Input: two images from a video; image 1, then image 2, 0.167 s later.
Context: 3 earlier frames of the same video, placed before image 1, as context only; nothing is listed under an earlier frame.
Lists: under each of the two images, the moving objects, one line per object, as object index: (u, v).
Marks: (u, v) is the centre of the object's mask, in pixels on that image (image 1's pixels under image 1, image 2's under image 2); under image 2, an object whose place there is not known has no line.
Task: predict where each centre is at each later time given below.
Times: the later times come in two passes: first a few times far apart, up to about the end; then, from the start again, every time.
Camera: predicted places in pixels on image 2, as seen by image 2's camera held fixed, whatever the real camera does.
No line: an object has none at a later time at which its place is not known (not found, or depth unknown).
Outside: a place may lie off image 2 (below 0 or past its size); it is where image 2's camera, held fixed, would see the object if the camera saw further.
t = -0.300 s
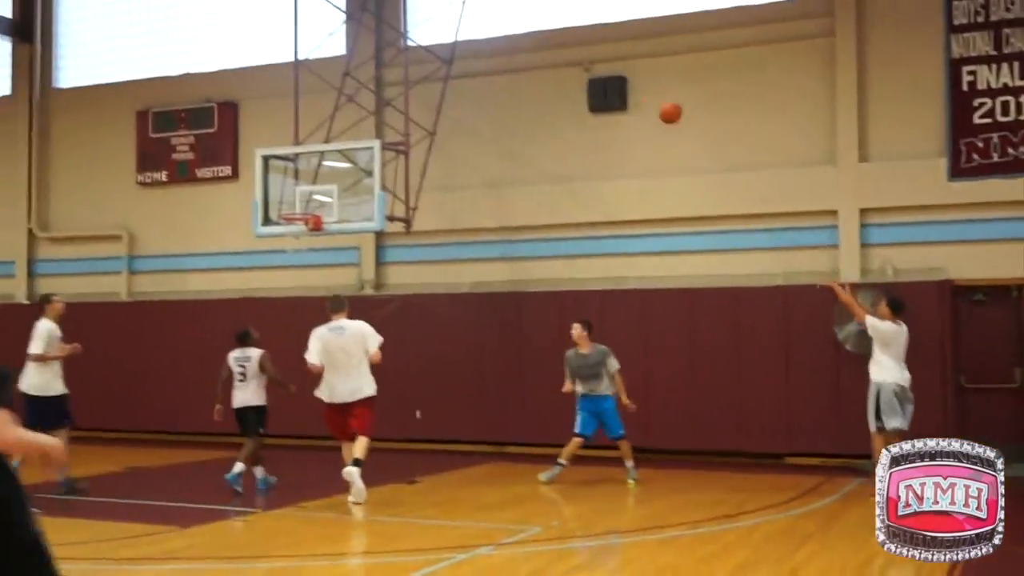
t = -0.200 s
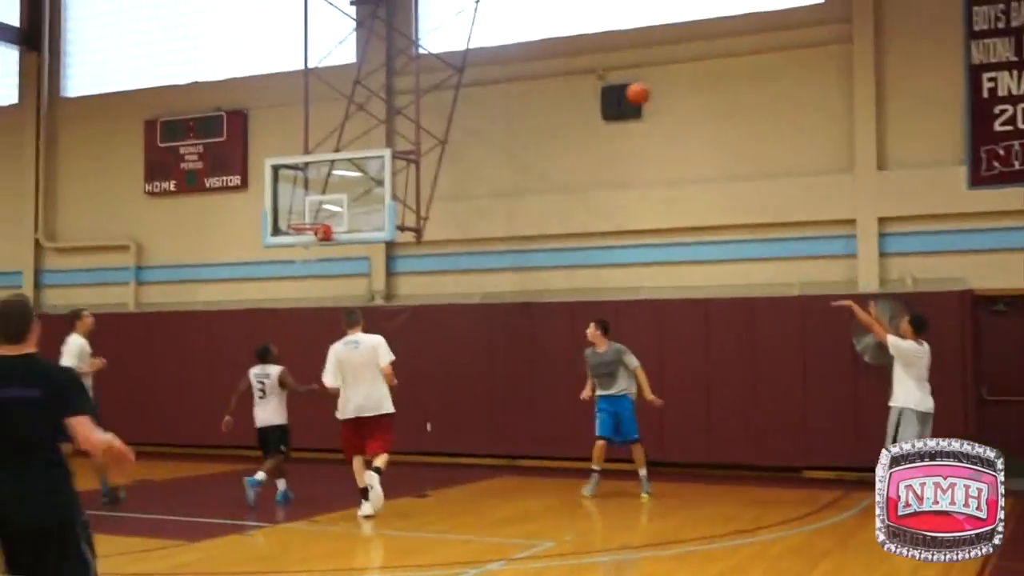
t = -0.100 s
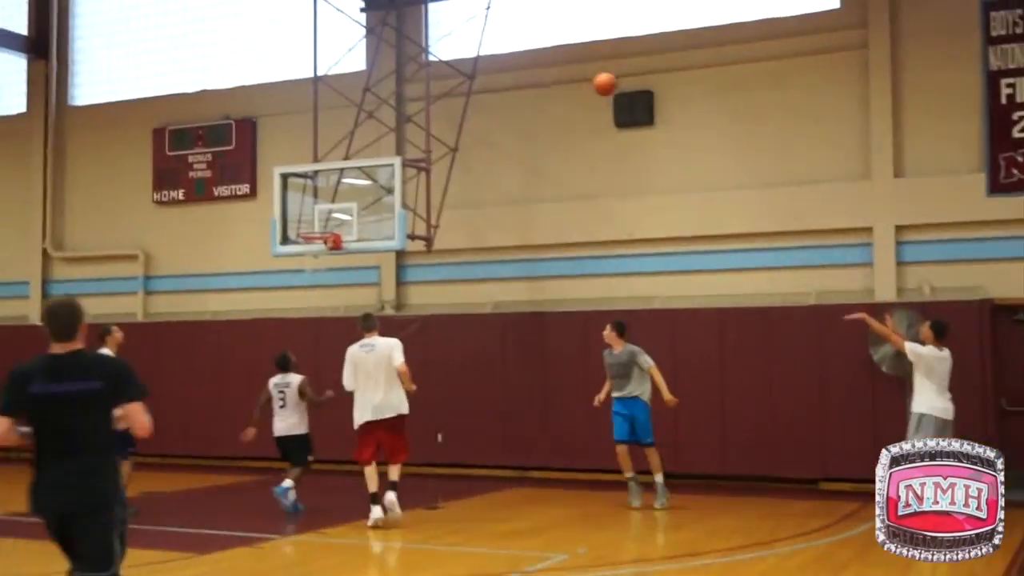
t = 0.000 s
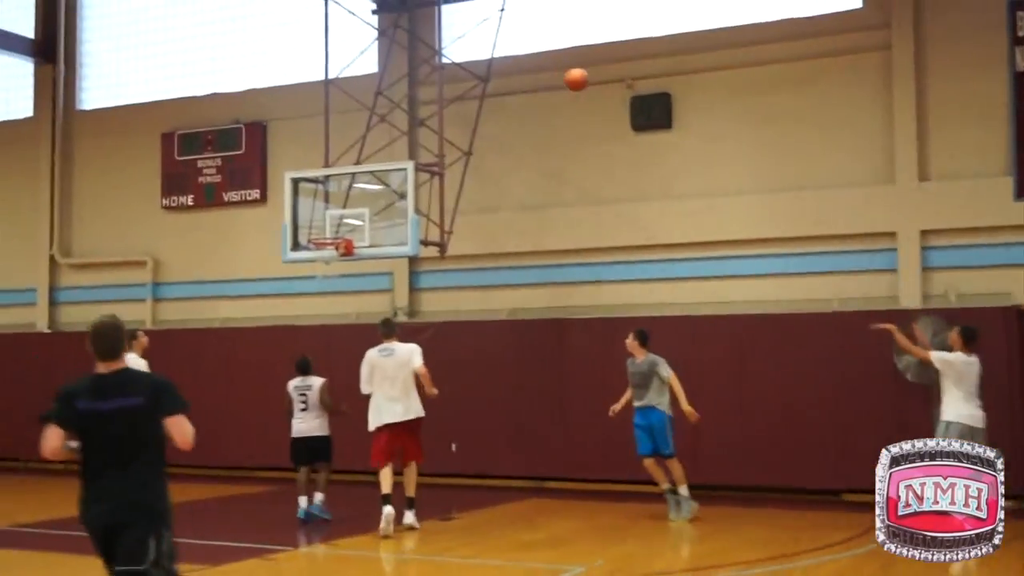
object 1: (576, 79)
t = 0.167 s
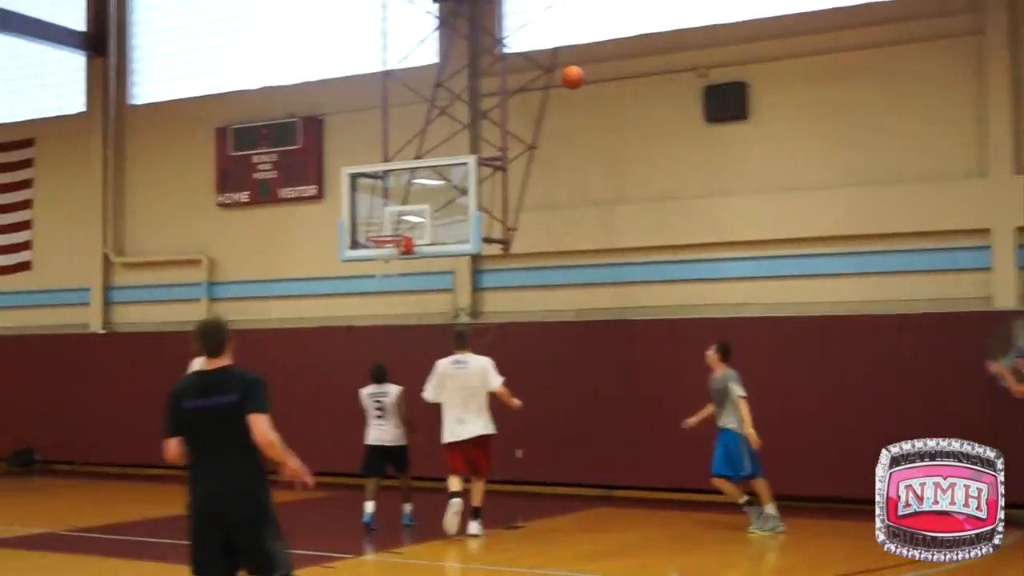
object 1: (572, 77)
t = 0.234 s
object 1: (546, 87)
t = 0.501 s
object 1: (439, 165)
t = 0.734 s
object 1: (392, 248)
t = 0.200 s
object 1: (559, 82)
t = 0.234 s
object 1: (546, 87)
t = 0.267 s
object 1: (531, 93)
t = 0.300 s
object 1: (518, 101)
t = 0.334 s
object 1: (504, 109)
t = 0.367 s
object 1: (492, 119)
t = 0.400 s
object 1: (478, 128)
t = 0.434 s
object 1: (465, 139)
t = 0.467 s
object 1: (452, 151)
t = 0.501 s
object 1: (439, 165)
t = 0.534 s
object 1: (427, 177)
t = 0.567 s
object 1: (415, 192)
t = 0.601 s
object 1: (402, 206)
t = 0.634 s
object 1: (391, 222)
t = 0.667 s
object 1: (380, 238)
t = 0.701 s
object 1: (385, 243)
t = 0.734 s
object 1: (392, 248)
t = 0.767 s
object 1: (395, 250)
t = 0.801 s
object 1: (396, 250)
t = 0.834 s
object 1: (397, 252)
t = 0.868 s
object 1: (398, 252)
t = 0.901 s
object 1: (398, 254)
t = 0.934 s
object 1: (398, 255)
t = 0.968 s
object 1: (398, 259)
